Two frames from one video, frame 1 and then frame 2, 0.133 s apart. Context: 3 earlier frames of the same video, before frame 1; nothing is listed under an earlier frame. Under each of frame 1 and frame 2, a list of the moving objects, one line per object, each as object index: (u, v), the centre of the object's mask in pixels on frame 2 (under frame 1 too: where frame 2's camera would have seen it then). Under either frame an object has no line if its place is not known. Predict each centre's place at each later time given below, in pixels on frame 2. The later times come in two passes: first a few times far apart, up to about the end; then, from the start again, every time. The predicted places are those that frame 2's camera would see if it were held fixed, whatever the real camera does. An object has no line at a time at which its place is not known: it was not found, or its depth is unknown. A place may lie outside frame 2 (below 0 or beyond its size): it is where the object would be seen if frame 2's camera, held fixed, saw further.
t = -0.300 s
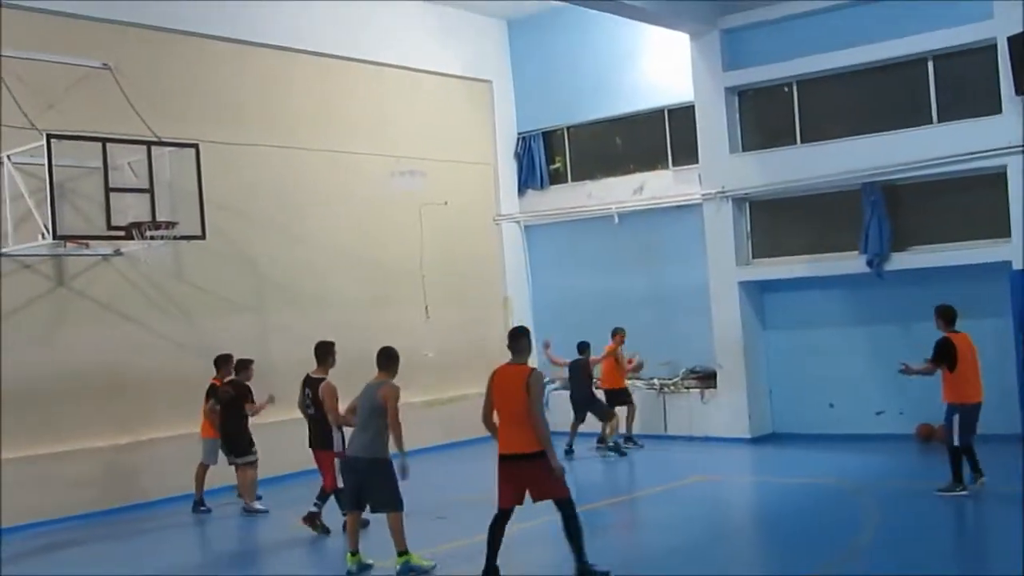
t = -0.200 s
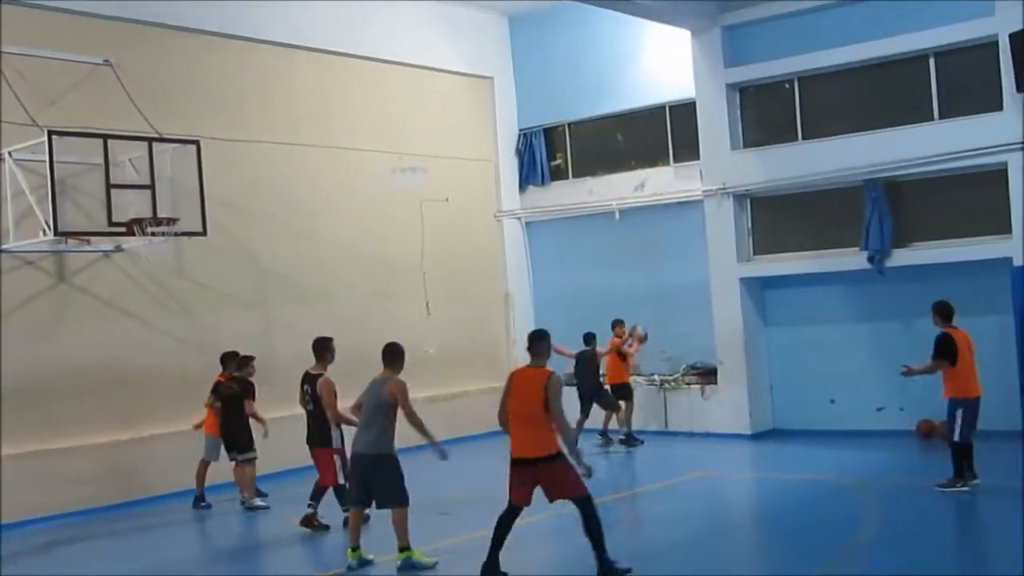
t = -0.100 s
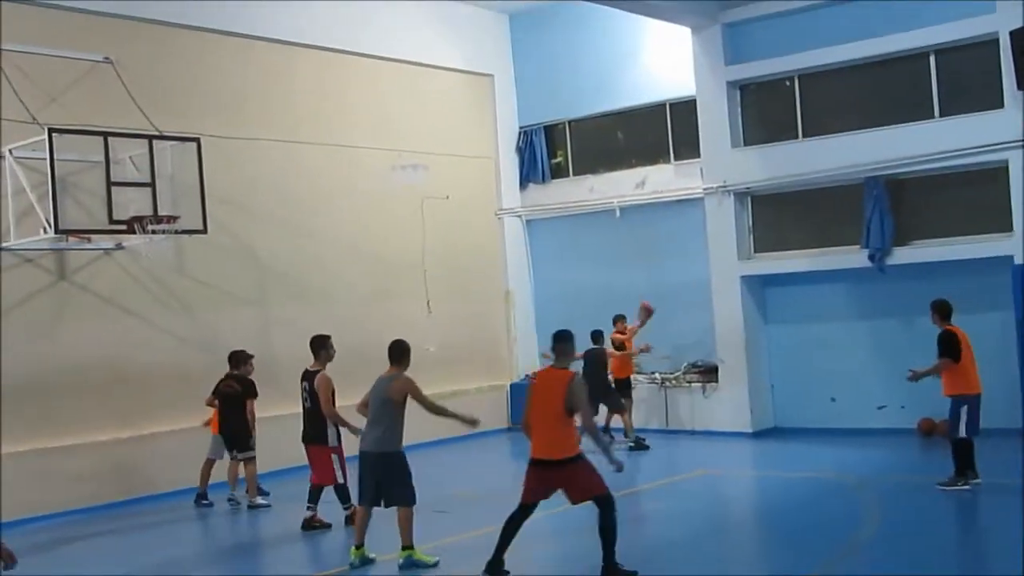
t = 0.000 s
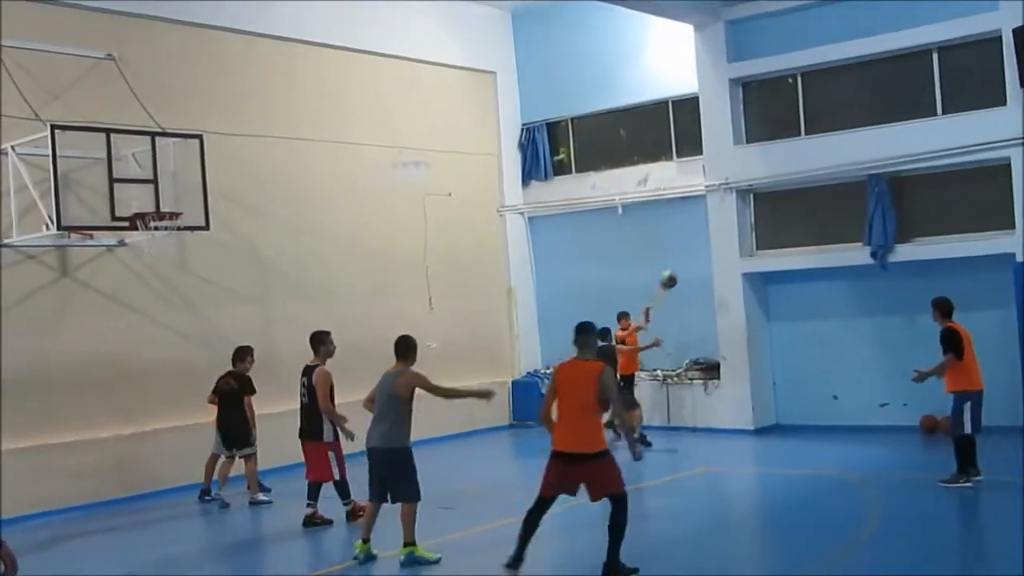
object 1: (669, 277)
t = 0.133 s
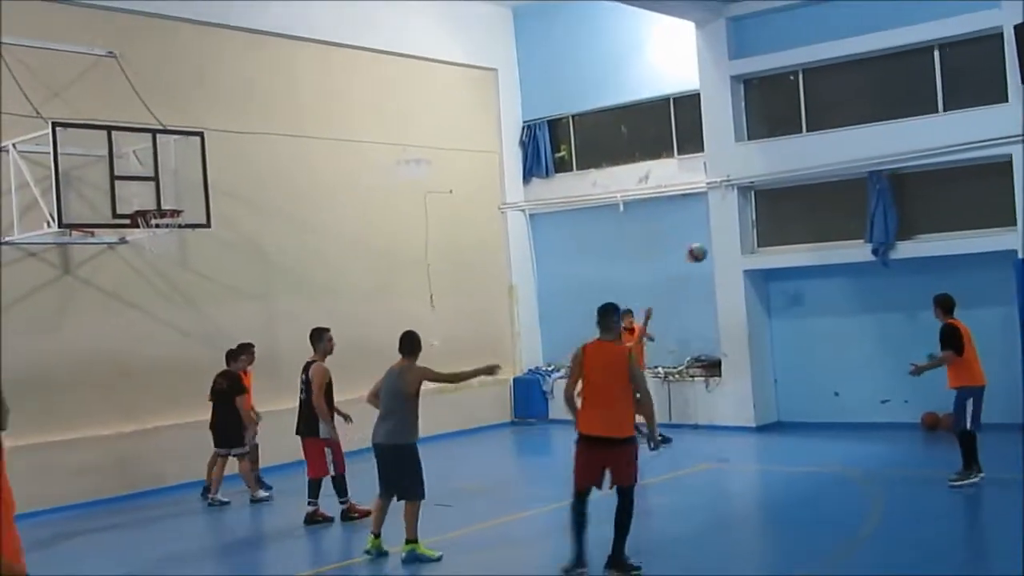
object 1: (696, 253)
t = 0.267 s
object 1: (728, 240)
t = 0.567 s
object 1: (815, 263)
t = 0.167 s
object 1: (704, 248)
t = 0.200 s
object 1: (713, 245)
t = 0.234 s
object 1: (721, 242)
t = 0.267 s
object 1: (728, 240)
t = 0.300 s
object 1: (738, 239)
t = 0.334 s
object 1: (745, 239)
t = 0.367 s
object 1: (756, 240)
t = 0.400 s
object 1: (765, 241)
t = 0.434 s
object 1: (774, 242)
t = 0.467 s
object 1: (784, 246)
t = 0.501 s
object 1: (795, 250)
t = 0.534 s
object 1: (804, 255)
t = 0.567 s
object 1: (815, 263)
